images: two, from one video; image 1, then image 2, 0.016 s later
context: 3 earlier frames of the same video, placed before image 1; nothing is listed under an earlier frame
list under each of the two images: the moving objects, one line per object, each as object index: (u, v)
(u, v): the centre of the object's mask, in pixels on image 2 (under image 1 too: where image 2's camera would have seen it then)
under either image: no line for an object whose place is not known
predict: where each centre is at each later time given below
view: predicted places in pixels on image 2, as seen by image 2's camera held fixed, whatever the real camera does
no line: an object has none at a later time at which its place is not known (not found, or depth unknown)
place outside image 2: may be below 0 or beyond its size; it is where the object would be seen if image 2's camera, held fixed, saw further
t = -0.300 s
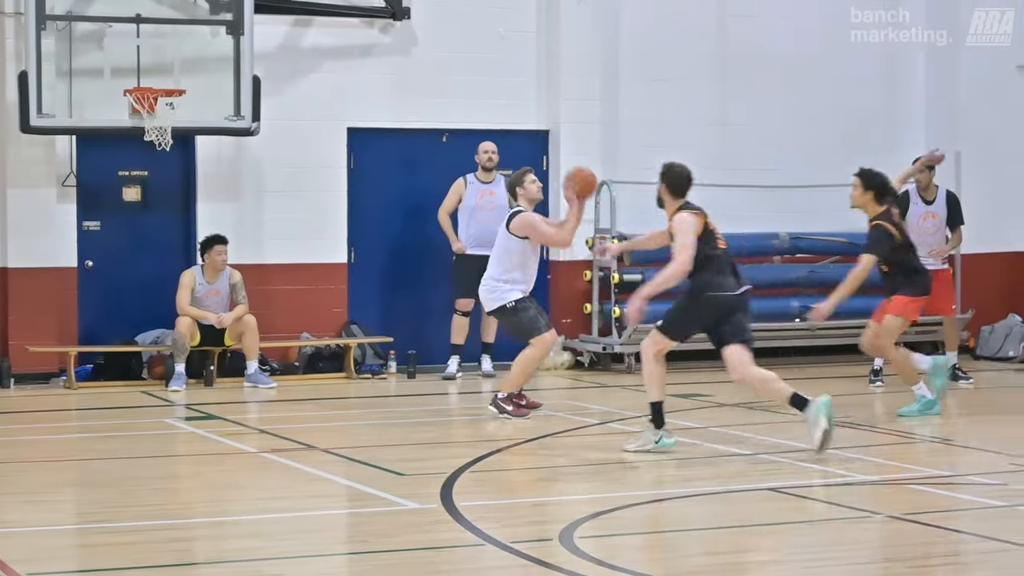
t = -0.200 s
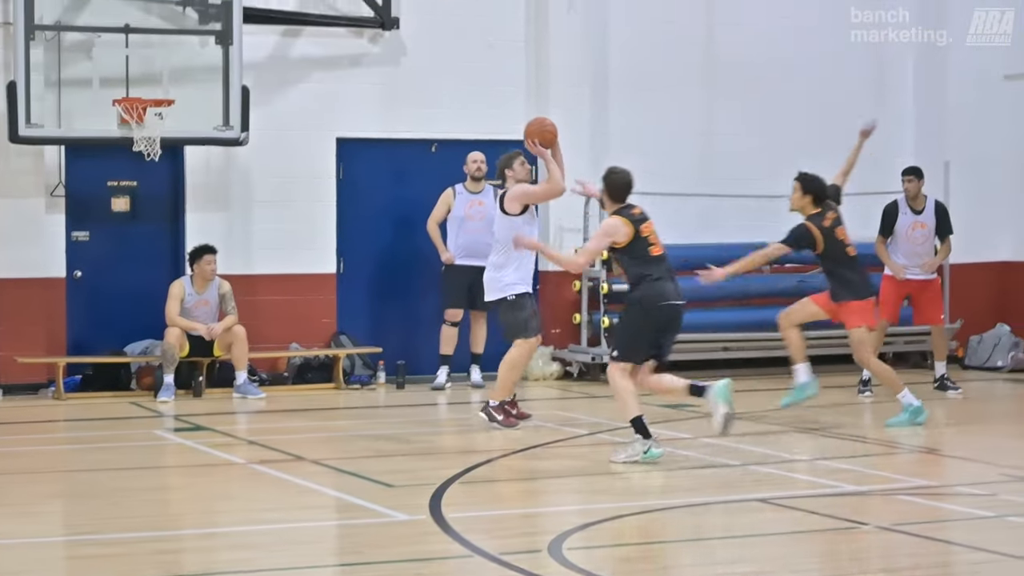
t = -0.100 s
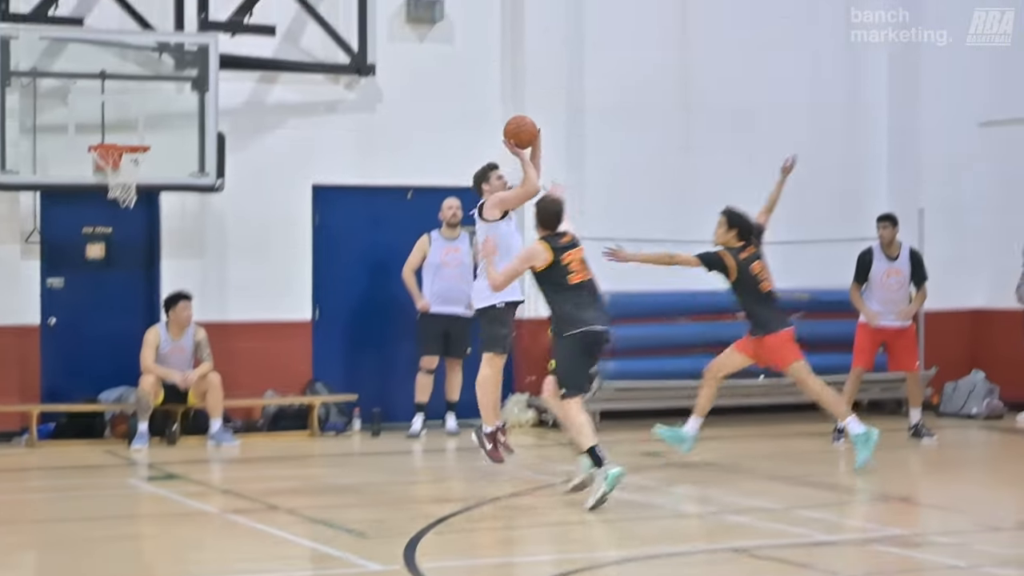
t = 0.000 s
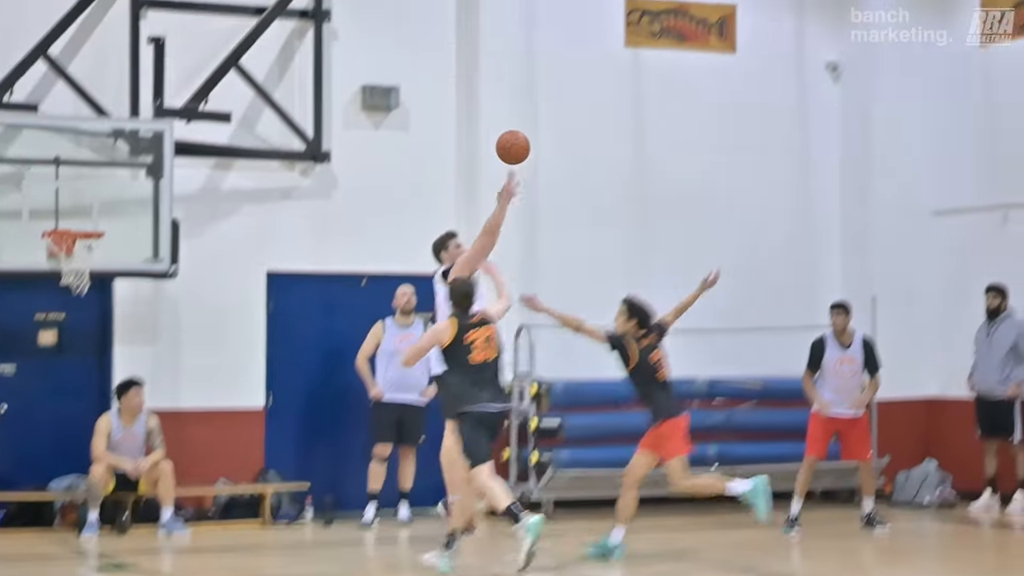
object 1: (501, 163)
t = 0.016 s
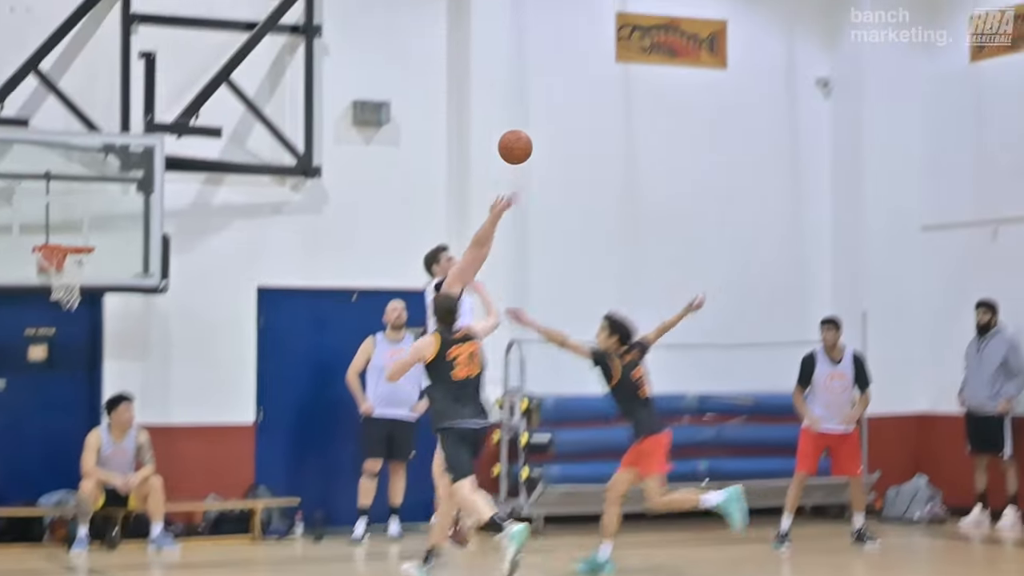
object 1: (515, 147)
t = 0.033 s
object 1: (528, 131)
